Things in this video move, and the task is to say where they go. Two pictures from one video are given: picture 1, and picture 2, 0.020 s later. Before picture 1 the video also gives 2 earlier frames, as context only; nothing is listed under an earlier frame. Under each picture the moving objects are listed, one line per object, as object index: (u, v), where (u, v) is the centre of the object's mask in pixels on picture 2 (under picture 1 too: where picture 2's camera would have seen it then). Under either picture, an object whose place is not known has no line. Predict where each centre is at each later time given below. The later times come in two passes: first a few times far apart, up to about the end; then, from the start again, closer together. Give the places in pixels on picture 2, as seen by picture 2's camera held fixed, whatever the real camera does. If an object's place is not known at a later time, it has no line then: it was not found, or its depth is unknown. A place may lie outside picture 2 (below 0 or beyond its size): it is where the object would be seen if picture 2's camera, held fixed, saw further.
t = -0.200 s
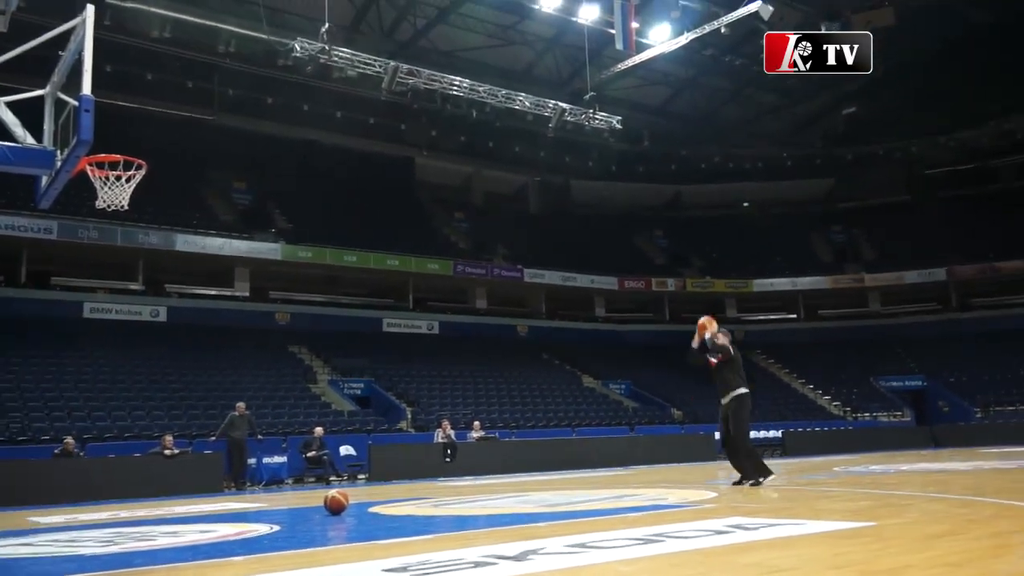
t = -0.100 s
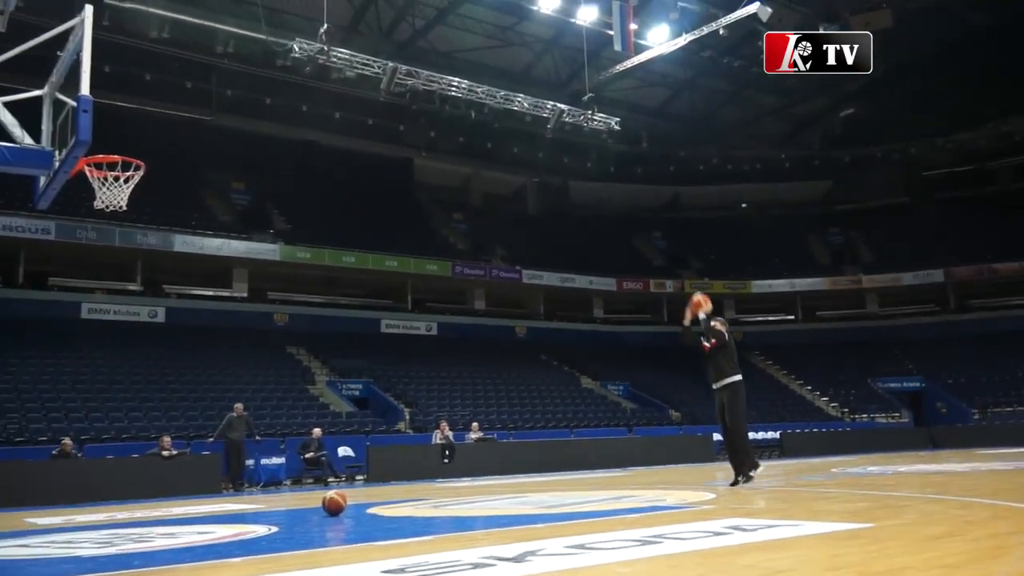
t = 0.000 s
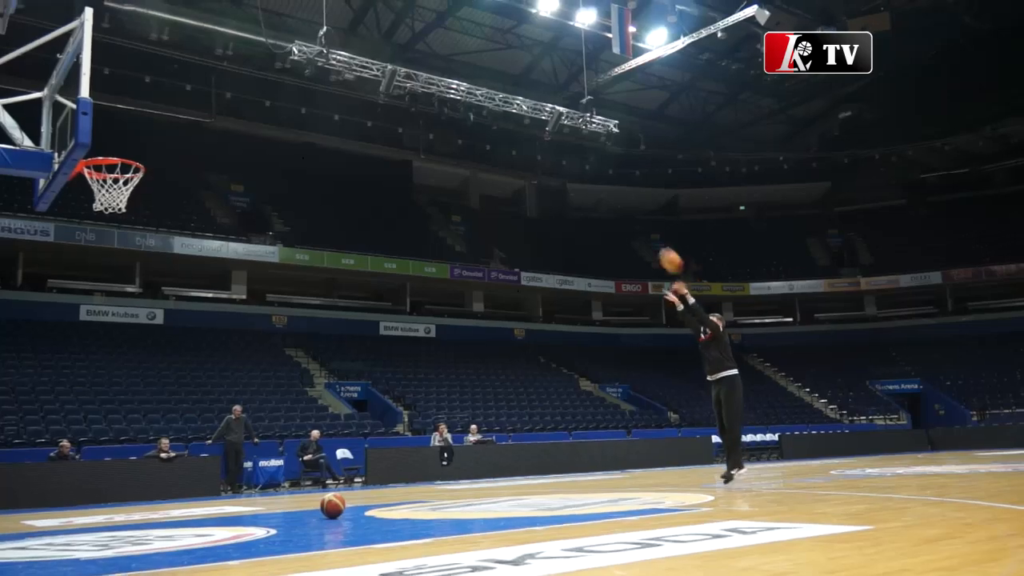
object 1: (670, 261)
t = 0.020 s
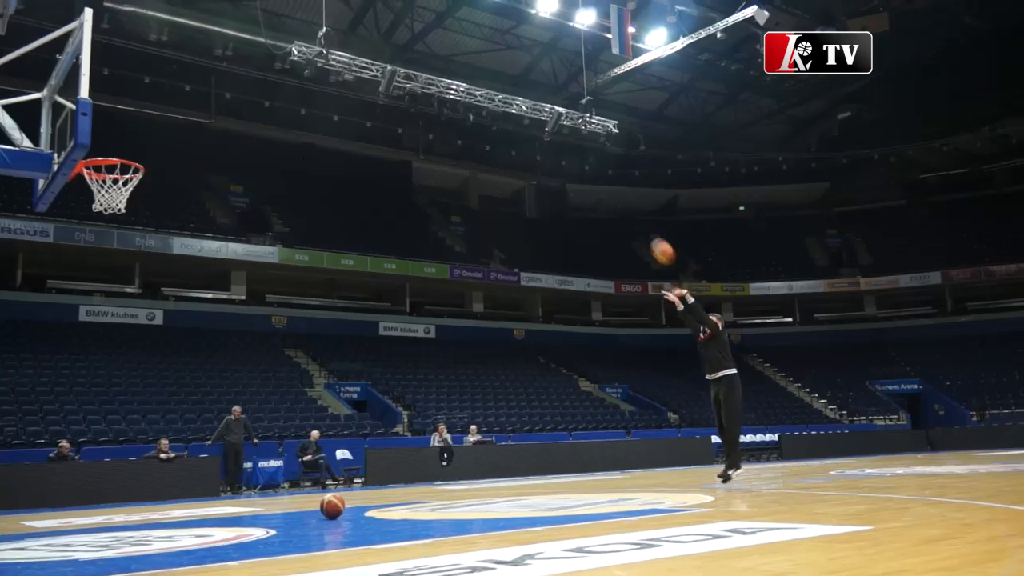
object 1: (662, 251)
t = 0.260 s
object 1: (569, 154)
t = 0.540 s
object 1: (450, 88)
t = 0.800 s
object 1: (324, 81)
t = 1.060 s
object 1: (175, 146)
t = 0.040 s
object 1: (654, 242)
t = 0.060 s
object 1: (647, 233)
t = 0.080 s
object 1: (638, 223)
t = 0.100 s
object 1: (631, 215)
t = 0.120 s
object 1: (623, 207)
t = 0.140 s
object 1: (615, 199)
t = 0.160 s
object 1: (608, 190)
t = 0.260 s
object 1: (569, 154)
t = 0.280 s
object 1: (561, 148)
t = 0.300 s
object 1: (552, 142)
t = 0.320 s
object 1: (544, 136)
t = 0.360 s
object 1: (528, 125)
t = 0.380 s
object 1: (520, 120)
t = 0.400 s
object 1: (512, 114)
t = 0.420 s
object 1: (502, 110)
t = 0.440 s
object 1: (494, 106)
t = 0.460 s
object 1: (487, 101)
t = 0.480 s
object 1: (477, 98)
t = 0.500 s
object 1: (469, 94)
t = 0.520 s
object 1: (460, 91)
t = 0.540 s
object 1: (450, 88)
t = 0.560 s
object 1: (440, 85)
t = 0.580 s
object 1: (432, 83)
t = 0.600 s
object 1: (423, 81)
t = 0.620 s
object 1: (414, 80)
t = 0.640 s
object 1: (404, 78)
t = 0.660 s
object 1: (394, 77)
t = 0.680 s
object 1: (386, 77)
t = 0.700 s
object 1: (375, 77)
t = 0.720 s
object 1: (367, 77)
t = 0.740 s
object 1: (355, 78)
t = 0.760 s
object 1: (345, 79)
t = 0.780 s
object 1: (335, 79)
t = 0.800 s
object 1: (324, 81)
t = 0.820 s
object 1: (313, 83)
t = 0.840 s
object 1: (302, 86)
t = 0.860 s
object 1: (291, 89)
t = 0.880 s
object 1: (279, 92)
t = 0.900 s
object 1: (269, 96)
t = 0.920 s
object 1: (257, 101)
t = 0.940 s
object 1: (246, 105)
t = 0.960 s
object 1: (234, 110)
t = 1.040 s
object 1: (186, 137)
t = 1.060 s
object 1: (175, 146)
